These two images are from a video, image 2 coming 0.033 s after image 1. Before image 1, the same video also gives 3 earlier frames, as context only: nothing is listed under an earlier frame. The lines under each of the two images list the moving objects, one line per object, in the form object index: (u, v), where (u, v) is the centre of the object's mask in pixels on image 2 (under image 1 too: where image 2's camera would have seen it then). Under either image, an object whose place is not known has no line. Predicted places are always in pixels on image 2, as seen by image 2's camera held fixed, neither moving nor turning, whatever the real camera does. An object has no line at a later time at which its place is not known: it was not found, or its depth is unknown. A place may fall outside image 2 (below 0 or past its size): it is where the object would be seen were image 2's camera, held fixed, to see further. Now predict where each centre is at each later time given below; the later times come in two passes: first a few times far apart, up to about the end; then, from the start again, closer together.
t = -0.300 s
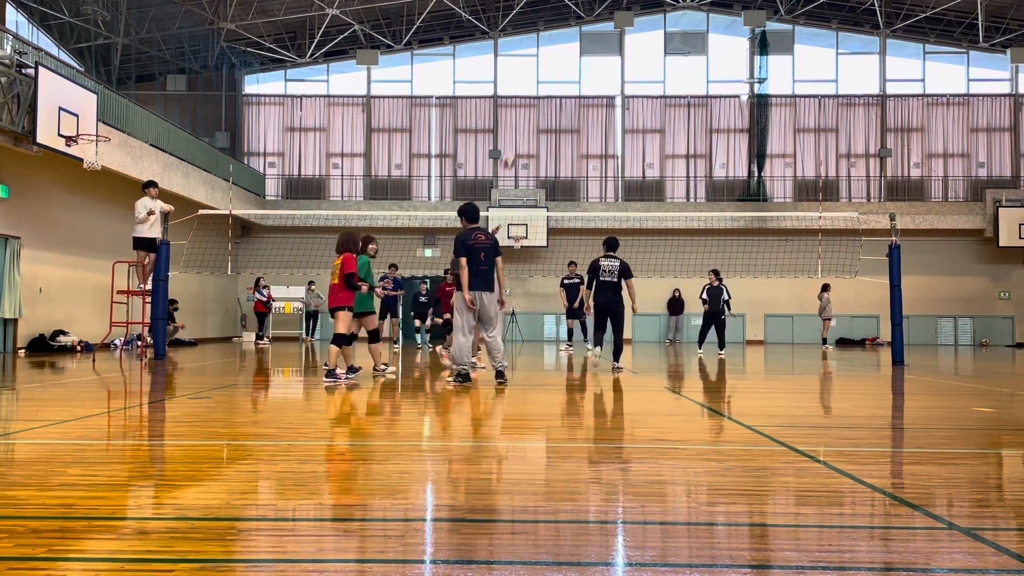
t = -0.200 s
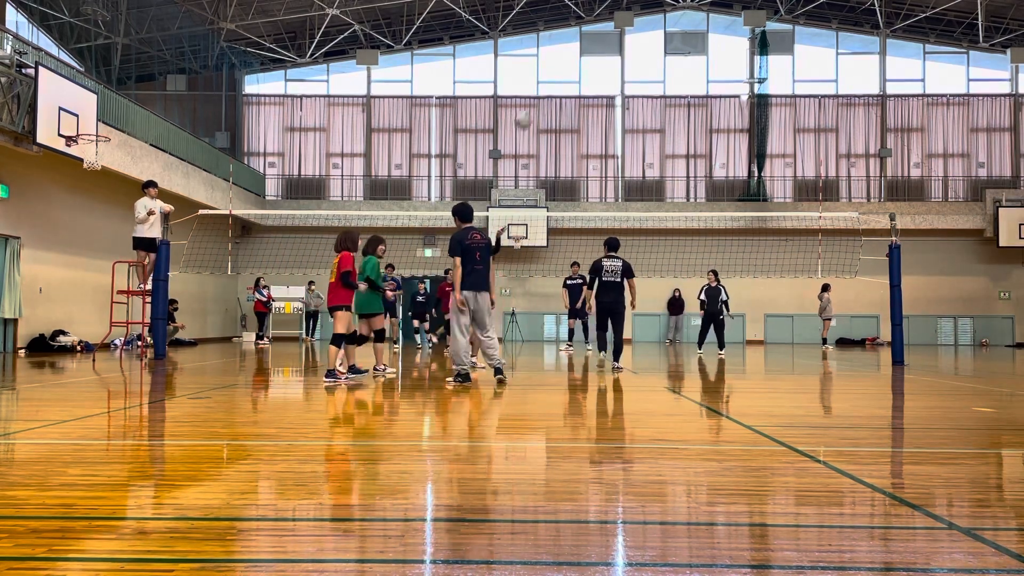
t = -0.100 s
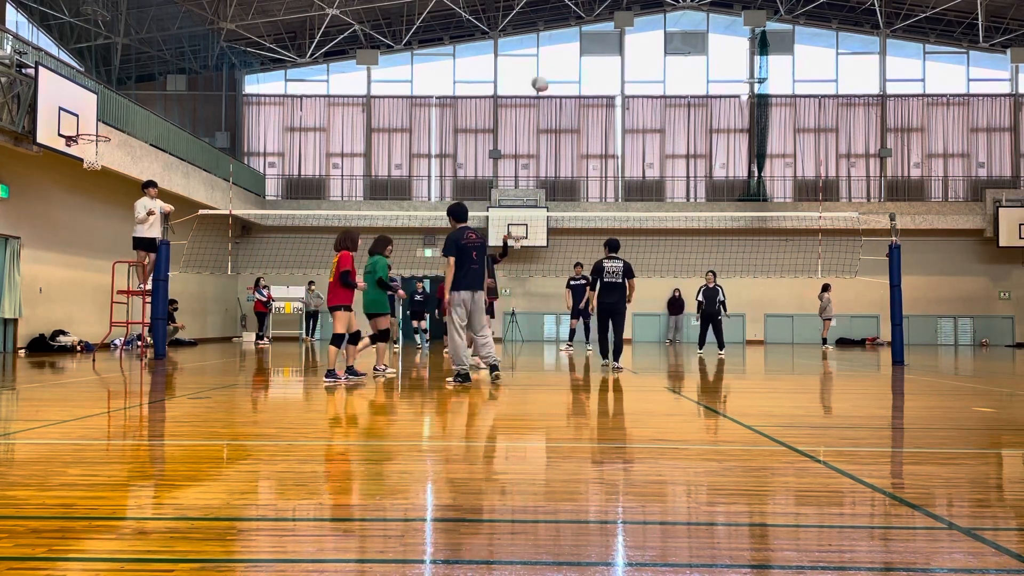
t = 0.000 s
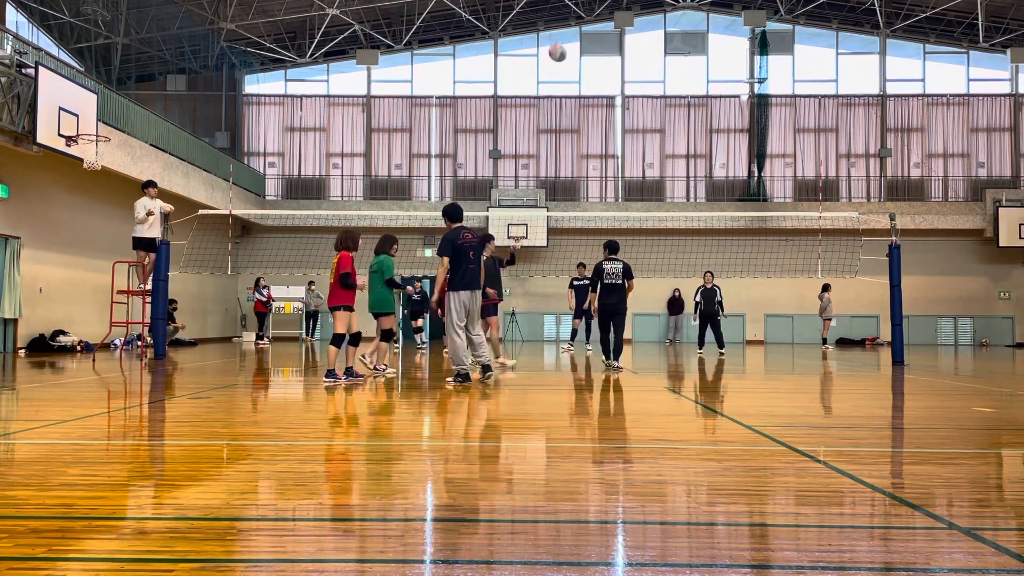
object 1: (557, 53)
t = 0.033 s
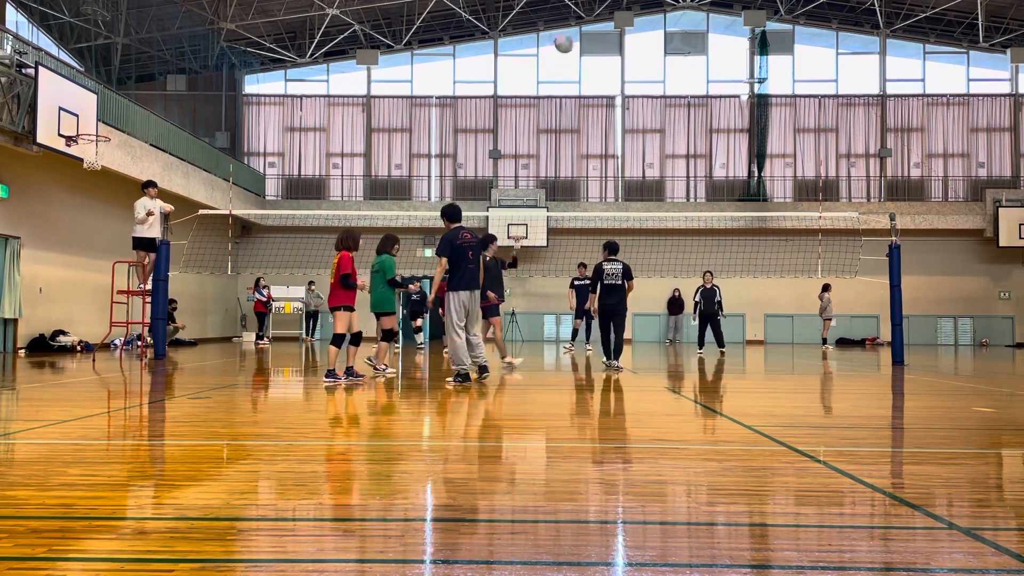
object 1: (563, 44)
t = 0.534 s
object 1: (689, 30)
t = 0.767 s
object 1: (788, 163)
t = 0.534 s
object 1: (689, 30)
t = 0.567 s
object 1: (701, 41)
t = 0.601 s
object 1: (713, 53)
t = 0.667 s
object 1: (741, 91)
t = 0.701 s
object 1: (756, 110)
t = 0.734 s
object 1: (771, 134)
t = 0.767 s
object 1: (788, 163)
